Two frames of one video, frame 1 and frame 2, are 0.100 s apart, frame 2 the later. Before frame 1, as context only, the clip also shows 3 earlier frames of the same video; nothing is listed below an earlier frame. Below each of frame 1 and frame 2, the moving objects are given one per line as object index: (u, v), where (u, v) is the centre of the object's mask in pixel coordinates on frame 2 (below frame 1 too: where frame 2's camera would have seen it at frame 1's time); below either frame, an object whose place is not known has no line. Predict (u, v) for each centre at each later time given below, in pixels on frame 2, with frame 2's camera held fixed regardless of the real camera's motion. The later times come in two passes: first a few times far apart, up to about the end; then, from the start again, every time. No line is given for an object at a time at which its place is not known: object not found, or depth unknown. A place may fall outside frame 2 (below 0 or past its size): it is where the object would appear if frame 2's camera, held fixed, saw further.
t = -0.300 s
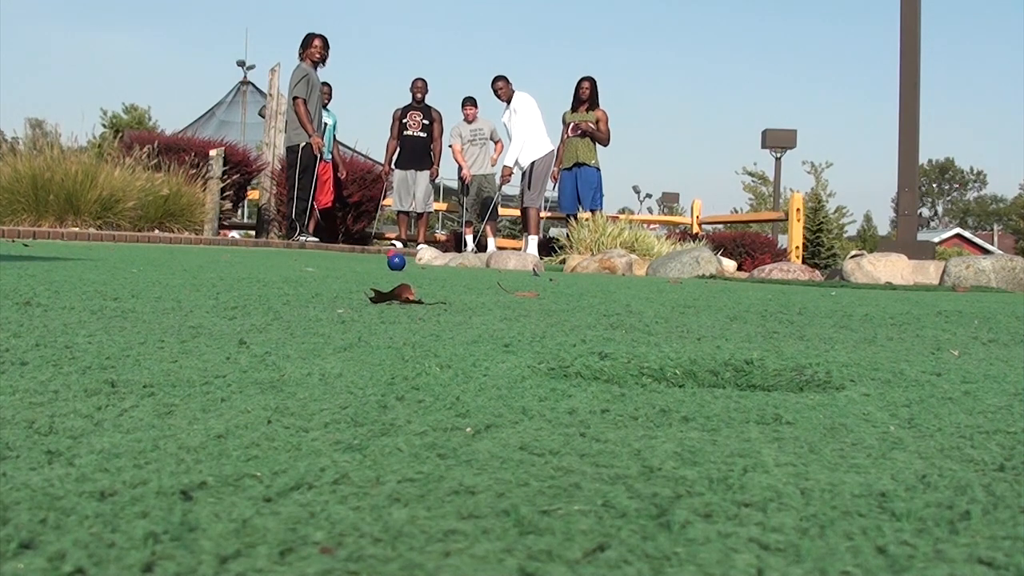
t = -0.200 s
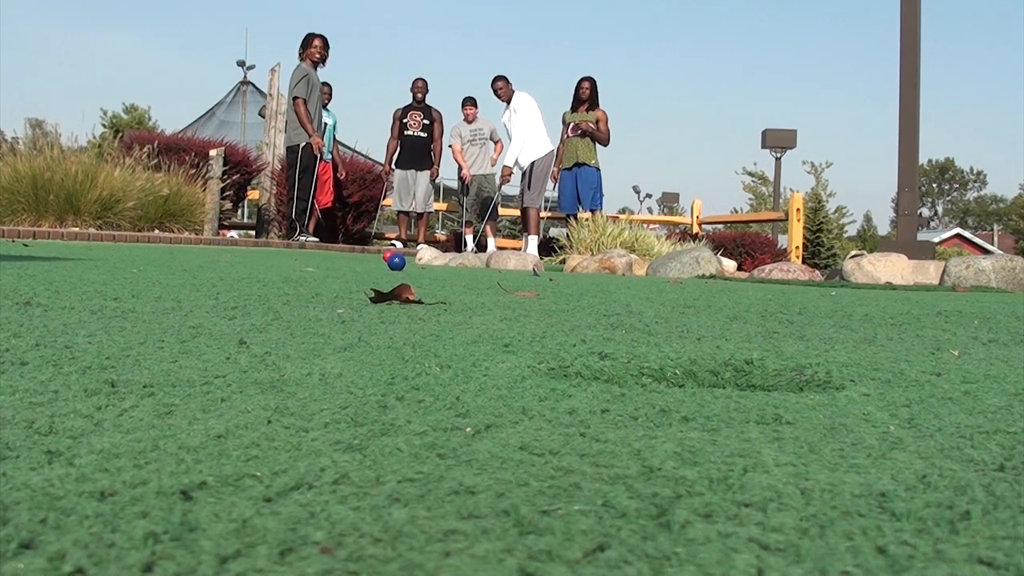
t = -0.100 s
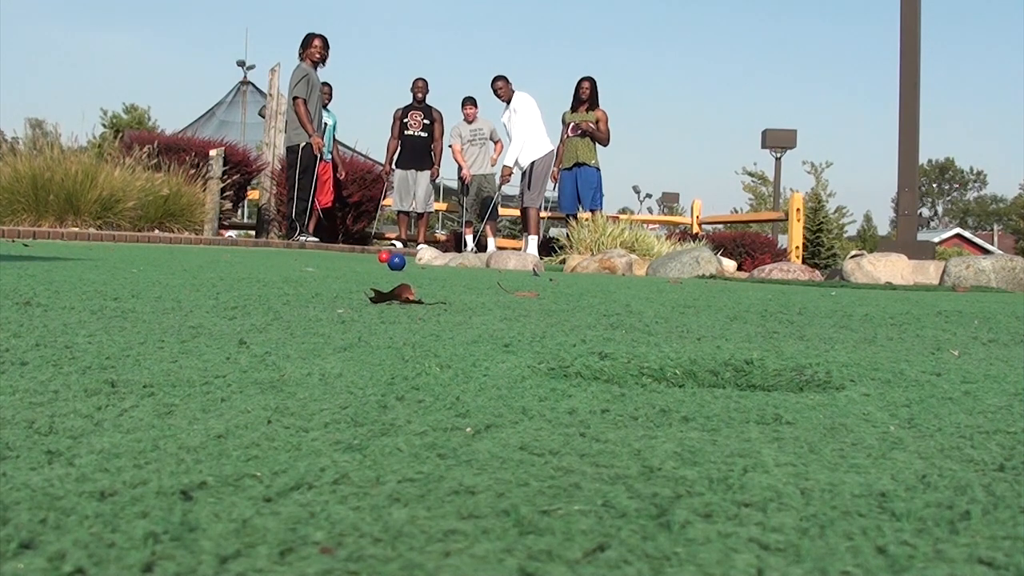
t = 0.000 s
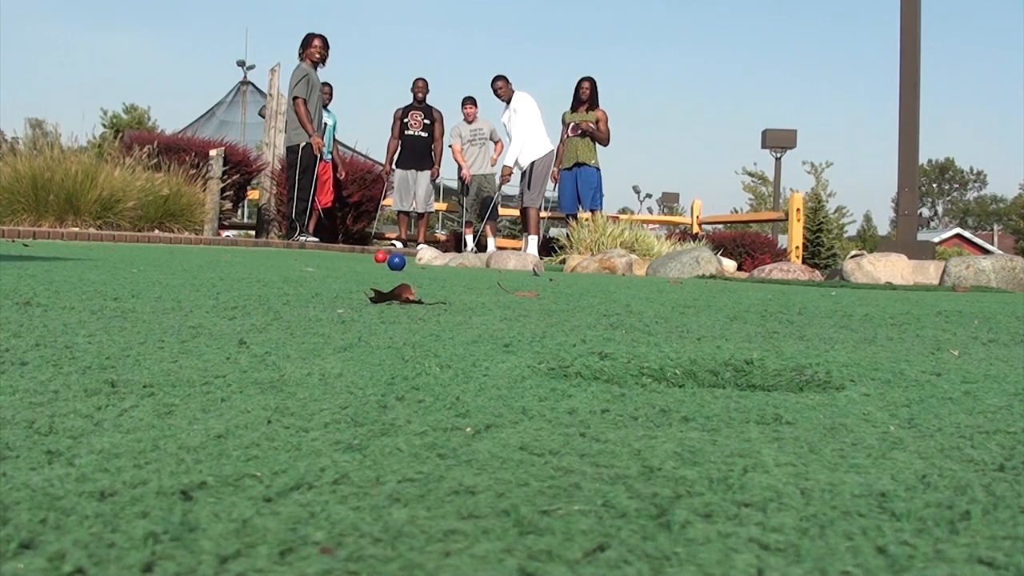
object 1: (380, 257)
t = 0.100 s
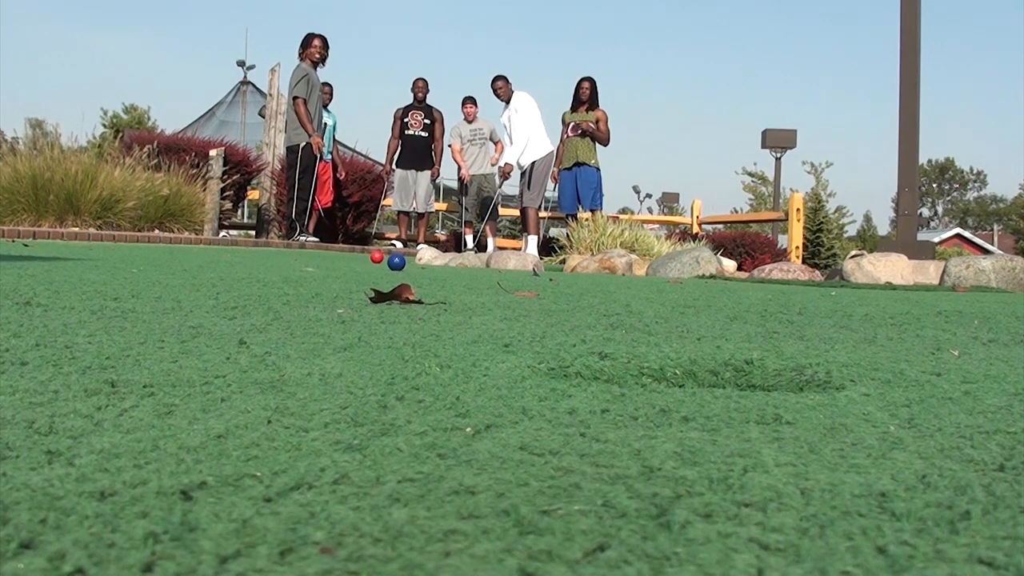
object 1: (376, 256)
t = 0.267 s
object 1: (371, 257)
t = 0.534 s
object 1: (362, 259)
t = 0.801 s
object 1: (357, 259)
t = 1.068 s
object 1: (356, 260)
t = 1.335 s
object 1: (361, 262)
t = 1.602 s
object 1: (373, 263)
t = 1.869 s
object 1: (391, 267)
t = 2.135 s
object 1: (422, 270)
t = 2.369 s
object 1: (458, 276)
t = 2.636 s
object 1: (528, 287)
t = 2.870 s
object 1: (625, 303)
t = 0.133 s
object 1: (375, 257)
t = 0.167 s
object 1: (374, 257)
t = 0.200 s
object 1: (373, 257)
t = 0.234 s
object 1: (372, 257)
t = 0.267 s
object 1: (371, 257)
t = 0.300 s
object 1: (370, 257)
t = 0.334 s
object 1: (368, 258)
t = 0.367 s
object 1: (367, 258)
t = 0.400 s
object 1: (366, 258)
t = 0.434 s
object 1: (365, 258)
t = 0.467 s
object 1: (364, 258)
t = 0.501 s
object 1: (363, 259)
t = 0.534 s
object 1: (362, 259)
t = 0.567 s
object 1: (361, 258)
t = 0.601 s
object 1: (361, 259)
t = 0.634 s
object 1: (360, 259)
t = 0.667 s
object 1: (359, 259)
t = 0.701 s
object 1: (359, 259)
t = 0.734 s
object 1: (358, 259)
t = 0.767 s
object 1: (357, 260)
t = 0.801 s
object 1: (357, 259)
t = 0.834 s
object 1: (356, 260)
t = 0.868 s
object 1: (356, 260)
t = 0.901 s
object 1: (356, 260)
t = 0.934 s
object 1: (355, 261)
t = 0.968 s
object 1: (355, 261)
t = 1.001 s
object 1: (355, 261)
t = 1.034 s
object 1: (356, 261)
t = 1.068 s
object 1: (356, 260)
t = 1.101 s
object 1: (356, 261)
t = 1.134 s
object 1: (357, 261)
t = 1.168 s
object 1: (357, 261)
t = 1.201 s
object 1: (358, 261)
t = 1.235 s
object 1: (358, 261)
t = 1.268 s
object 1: (359, 261)
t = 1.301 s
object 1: (360, 262)
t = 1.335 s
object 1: (361, 262)
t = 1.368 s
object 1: (362, 261)
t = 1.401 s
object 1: (364, 262)
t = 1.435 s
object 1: (365, 263)
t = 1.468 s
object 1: (366, 262)
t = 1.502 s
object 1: (368, 263)
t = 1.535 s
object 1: (369, 264)
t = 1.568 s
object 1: (371, 263)
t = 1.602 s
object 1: (373, 263)
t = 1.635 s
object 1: (374, 264)
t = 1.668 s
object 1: (376, 265)
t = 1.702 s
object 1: (379, 265)
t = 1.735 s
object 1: (381, 265)
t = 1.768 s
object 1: (383, 266)
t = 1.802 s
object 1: (386, 266)
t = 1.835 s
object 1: (388, 267)
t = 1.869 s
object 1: (391, 267)
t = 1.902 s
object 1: (394, 267)
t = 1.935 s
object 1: (397, 268)
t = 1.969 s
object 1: (400, 268)
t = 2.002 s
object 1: (404, 268)
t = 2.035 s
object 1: (408, 269)
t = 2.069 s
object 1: (413, 270)
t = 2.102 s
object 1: (418, 271)
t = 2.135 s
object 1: (422, 270)
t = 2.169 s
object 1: (427, 271)
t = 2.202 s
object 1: (432, 274)
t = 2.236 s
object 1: (436, 275)
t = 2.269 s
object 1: (441, 275)
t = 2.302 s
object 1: (447, 275)
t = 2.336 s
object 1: (452, 277)
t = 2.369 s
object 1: (458, 276)
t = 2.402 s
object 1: (465, 277)
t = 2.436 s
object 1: (471, 280)
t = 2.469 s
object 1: (480, 280)
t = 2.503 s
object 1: (488, 282)
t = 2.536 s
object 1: (498, 283)
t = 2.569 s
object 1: (508, 284)
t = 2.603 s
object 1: (518, 286)
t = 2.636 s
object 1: (528, 287)
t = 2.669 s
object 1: (539, 289)
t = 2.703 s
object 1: (551, 290)
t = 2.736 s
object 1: (564, 291)
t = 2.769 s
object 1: (578, 294)
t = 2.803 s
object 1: (592, 295)
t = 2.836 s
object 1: (608, 298)
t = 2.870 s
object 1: (625, 303)
